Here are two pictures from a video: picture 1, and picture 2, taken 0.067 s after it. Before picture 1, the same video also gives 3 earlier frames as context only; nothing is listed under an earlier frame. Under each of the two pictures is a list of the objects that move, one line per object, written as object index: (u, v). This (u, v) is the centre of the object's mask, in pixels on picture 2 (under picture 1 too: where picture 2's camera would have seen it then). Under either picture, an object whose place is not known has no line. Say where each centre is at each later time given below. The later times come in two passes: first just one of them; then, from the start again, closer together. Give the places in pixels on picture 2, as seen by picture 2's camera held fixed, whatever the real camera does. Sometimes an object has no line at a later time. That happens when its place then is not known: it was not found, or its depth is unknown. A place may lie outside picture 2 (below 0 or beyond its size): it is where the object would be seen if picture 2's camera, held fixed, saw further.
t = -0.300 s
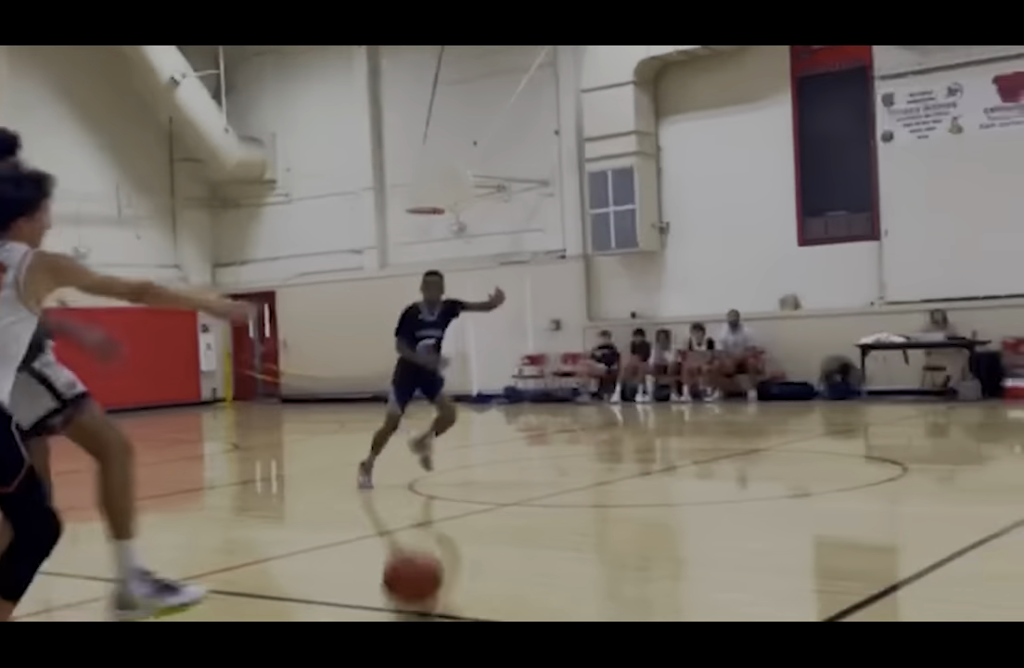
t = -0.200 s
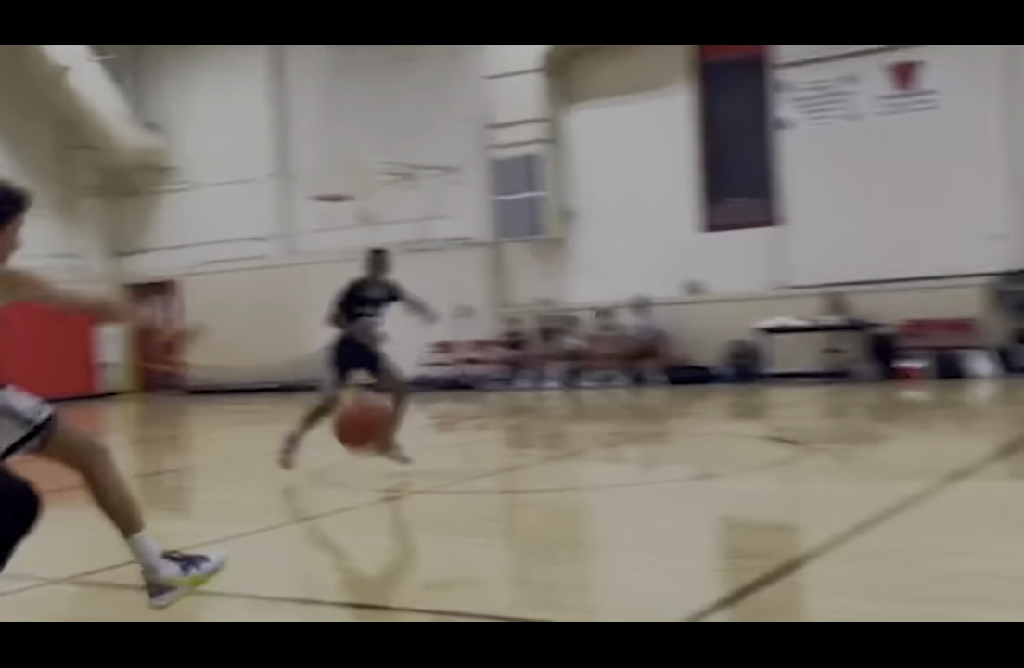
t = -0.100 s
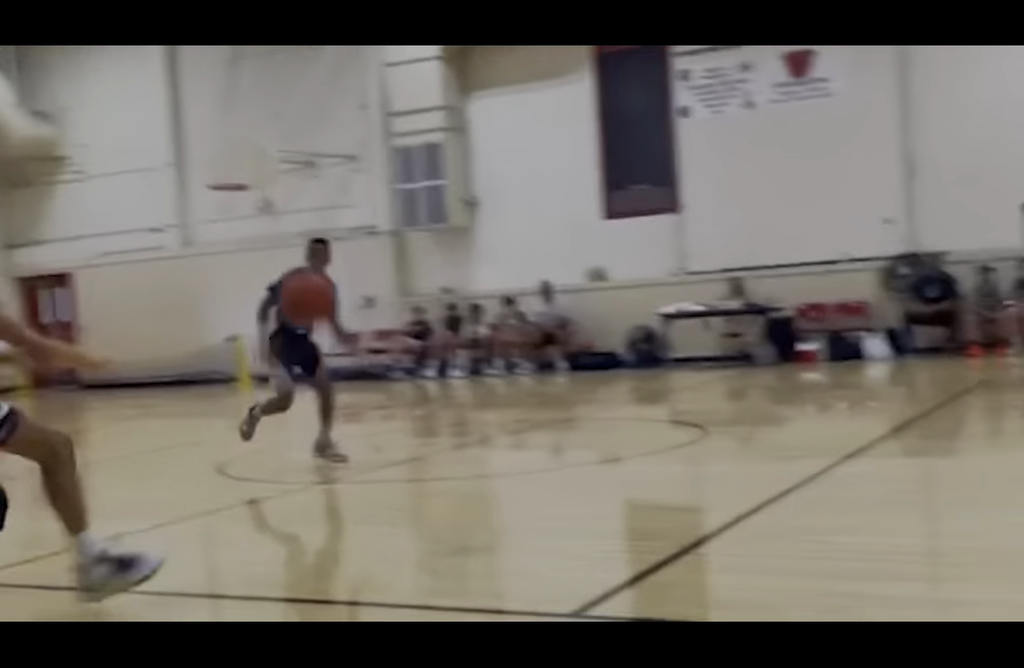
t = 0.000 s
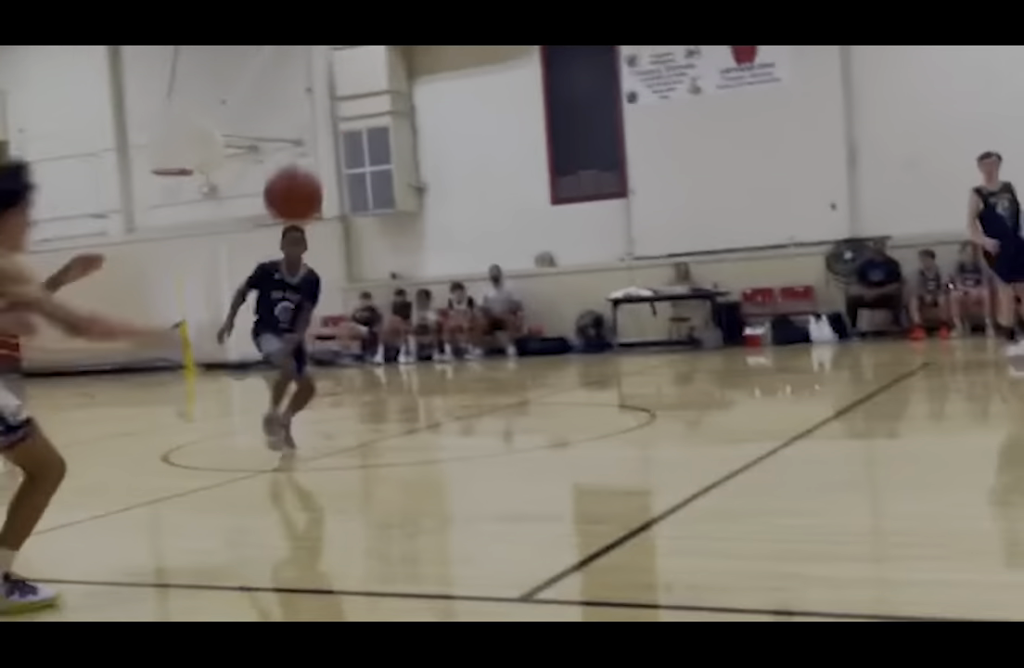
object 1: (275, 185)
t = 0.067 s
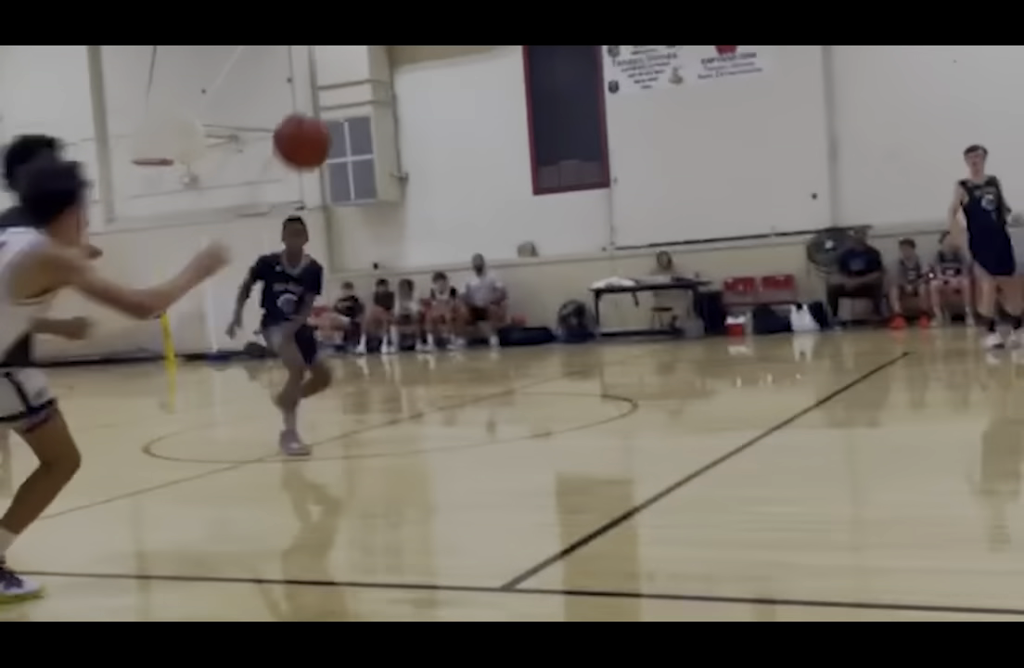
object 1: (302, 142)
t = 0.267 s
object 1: (385, 92)
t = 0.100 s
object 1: (315, 124)
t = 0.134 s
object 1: (329, 110)
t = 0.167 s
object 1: (343, 98)
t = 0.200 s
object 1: (357, 94)
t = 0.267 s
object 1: (385, 92)
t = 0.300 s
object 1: (399, 91)
